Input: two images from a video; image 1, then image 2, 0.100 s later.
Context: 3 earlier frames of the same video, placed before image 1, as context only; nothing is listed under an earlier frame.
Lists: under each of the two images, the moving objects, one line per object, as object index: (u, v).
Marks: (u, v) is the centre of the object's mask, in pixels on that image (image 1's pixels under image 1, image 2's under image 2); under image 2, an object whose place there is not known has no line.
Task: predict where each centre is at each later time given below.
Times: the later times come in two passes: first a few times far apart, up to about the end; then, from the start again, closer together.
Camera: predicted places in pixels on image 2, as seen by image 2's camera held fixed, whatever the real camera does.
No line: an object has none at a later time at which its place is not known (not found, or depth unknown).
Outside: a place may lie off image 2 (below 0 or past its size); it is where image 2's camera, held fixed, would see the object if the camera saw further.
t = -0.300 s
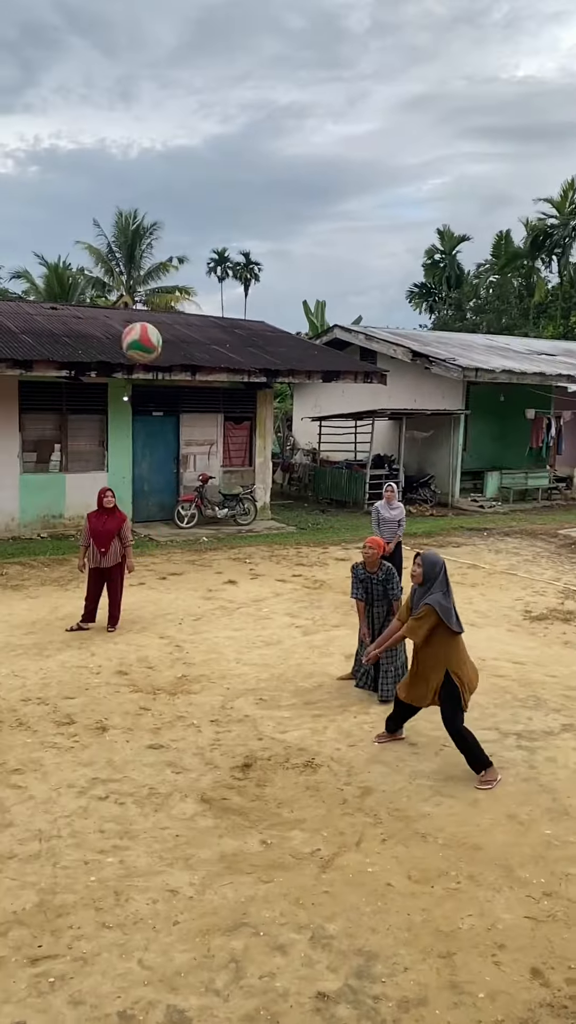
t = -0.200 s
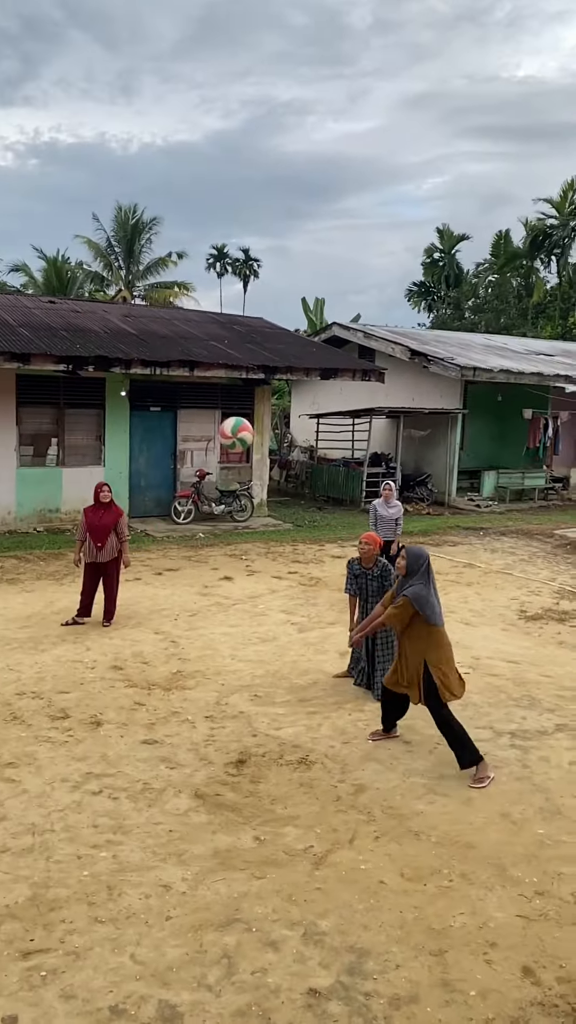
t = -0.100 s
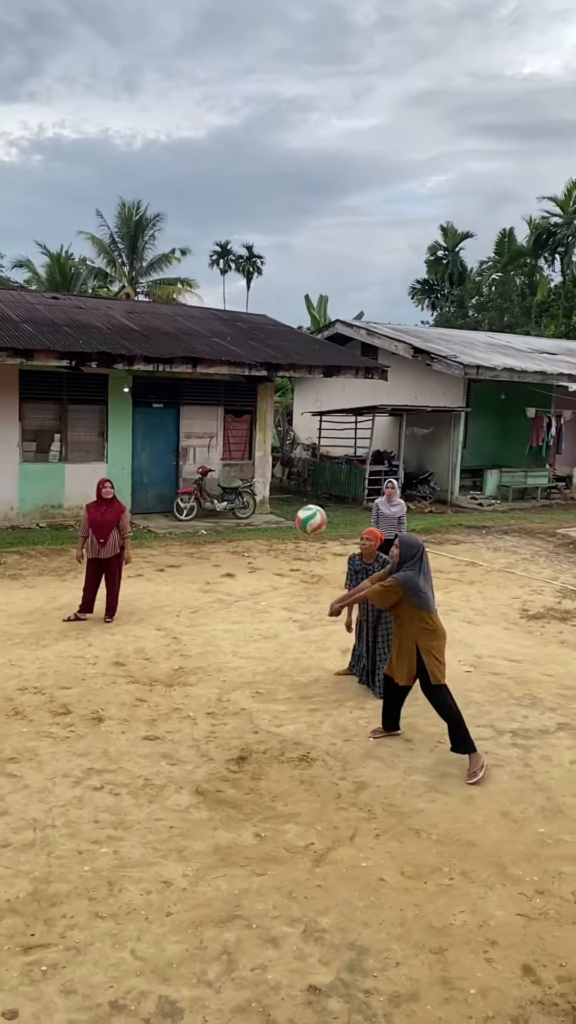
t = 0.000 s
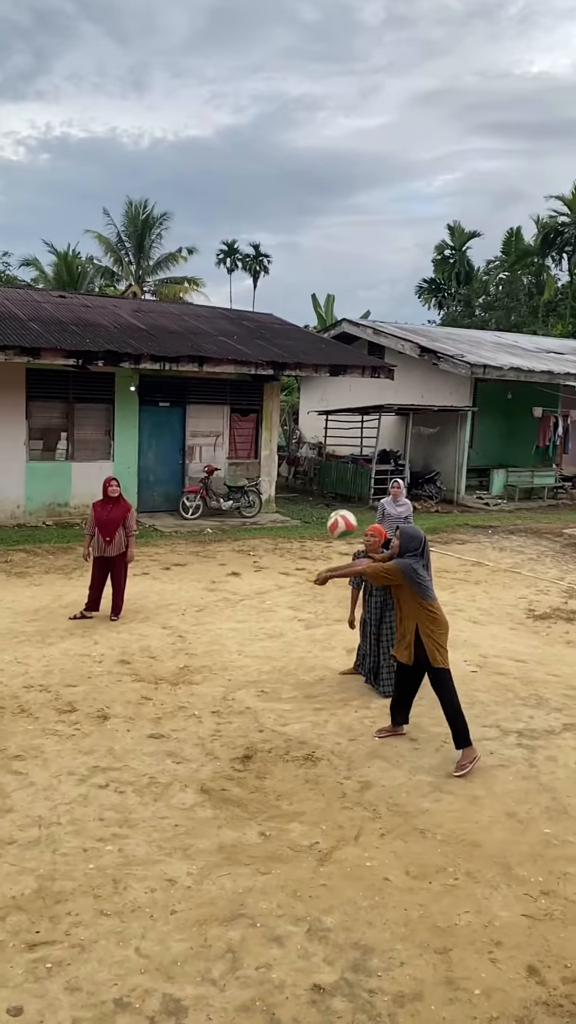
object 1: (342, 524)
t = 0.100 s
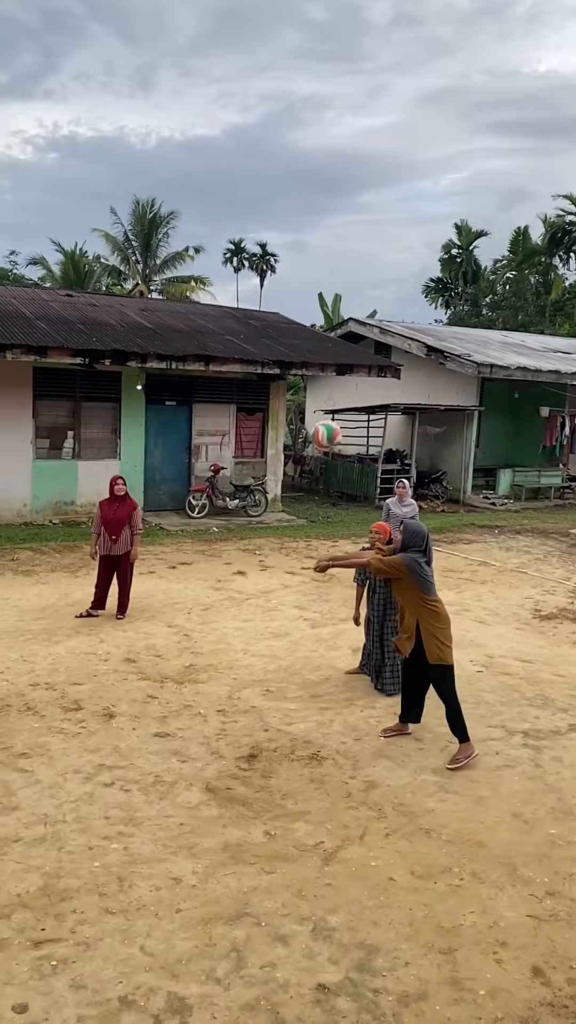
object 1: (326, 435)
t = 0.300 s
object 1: (278, 291)
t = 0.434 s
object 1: (241, 224)
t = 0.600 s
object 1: (191, 175)
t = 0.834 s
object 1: (115, 185)
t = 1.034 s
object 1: (48, 267)
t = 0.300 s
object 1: (278, 291)
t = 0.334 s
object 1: (269, 271)
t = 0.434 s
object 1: (241, 224)
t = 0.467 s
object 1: (231, 210)
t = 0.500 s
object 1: (221, 199)
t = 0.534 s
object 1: (211, 189)
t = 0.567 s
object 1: (201, 181)
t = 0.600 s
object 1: (191, 175)
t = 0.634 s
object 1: (181, 171)
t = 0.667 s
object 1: (170, 168)
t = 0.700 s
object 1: (160, 168)
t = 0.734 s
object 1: (149, 169)
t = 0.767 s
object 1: (138, 172)
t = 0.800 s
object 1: (127, 178)
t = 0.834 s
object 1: (115, 185)
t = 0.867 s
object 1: (104, 194)
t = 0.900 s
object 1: (92, 204)
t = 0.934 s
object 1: (81, 218)
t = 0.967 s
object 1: (69, 233)
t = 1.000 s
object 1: (58, 249)
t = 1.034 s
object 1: (48, 267)
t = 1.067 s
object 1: (36, 286)
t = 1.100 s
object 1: (25, 310)
